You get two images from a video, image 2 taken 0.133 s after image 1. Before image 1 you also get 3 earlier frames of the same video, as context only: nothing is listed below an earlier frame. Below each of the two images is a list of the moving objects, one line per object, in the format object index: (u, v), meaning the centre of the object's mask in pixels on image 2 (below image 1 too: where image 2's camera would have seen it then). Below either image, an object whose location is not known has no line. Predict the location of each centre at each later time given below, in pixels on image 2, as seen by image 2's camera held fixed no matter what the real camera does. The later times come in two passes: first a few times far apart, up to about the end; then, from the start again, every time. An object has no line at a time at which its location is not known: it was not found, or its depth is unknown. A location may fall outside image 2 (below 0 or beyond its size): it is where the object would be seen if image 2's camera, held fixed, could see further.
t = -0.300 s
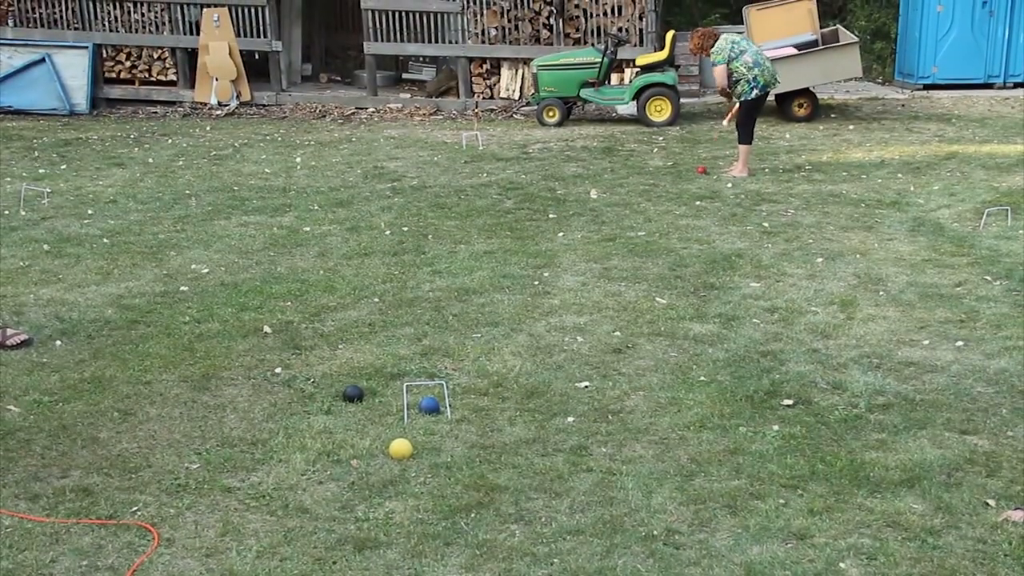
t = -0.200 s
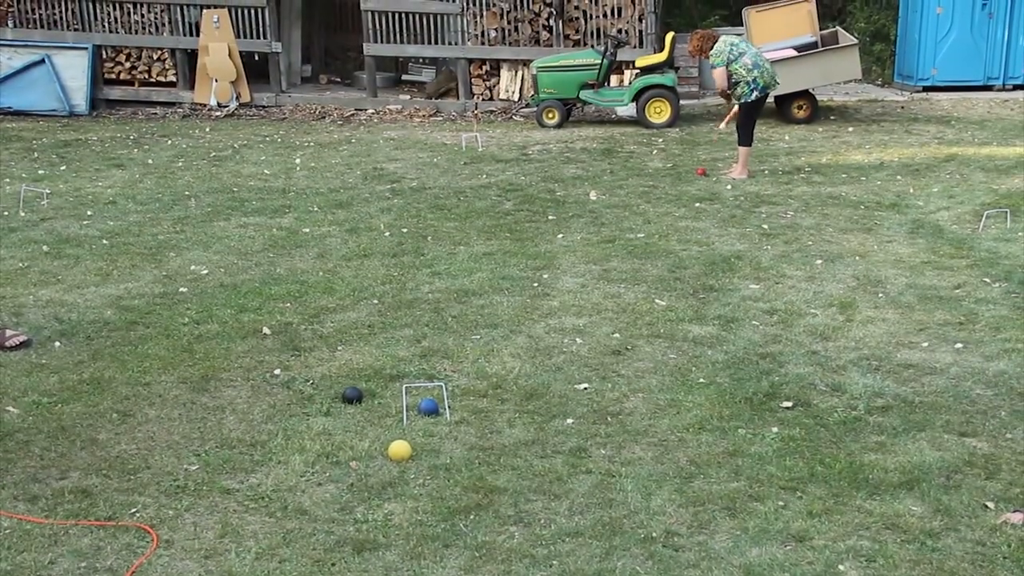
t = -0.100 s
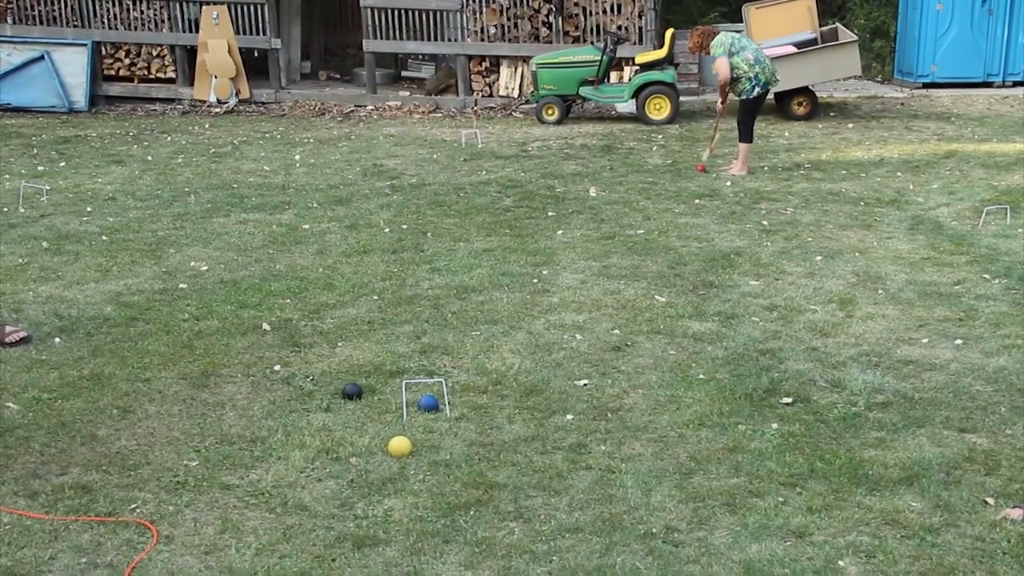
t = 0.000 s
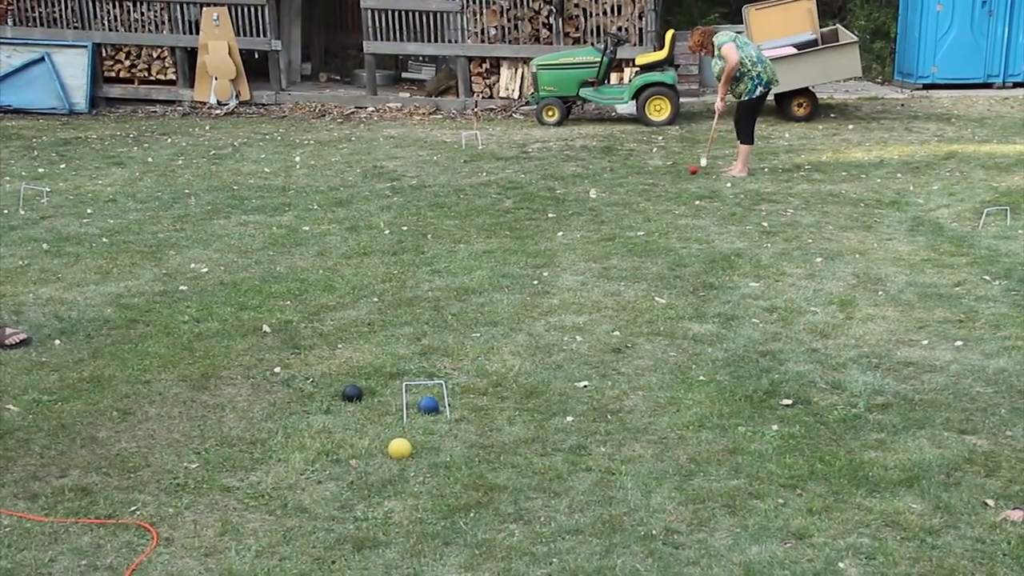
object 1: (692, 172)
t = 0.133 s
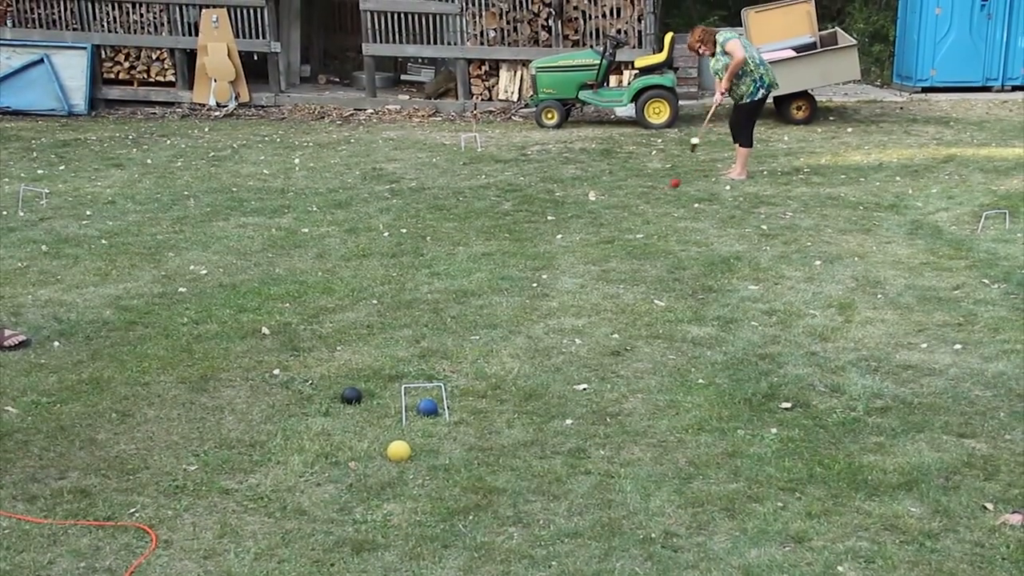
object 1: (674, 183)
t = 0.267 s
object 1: (654, 201)
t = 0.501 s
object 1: (612, 234)
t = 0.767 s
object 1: (548, 266)
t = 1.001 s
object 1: (474, 314)
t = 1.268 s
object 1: (373, 365)
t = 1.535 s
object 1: (237, 472)
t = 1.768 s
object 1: (93, 555)
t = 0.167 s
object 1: (670, 189)
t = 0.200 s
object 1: (664, 197)
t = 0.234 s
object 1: (659, 202)
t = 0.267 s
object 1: (654, 201)
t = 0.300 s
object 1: (649, 201)
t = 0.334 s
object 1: (644, 203)
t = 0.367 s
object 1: (638, 206)
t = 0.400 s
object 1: (632, 211)
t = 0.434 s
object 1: (626, 217)
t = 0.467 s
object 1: (619, 226)
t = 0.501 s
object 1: (612, 234)
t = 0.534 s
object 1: (606, 235)
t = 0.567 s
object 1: (599, 235)
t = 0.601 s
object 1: (591, 239)
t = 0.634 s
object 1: (583, 242)
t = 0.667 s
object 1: (574, 250)
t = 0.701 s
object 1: (564, 259)
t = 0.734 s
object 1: (555, 266)
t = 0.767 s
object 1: (548, 266)
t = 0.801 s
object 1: (539, 268)
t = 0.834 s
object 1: (529, 271)
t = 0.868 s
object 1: (519, 277)
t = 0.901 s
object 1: (509, 284)
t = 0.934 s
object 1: (497, 296)
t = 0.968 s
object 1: (486, 308)
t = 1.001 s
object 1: (474, 314)
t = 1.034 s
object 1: (463, 318)
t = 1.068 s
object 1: (452, 323)
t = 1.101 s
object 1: (440, 332)
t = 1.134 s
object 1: (426, 343)
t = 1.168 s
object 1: (415, 354)
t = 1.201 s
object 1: (400, 366)
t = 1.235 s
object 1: (387, 365)
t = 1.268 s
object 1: (373, 365)
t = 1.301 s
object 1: (360, 366)
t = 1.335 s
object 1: (345, 372)
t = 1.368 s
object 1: (328, 379)
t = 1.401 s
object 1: (312, 391)
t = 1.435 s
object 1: (295, 405)
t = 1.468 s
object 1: (276, 424)
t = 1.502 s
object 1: (257, 449)
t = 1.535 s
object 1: (237, 472)
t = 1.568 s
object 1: (220, 474)
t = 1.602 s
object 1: (202, 478)
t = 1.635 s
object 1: (182, 486)
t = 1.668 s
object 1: (162, 497)
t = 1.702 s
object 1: (139, 513)
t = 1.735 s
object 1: (116, 534)
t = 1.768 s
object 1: (93, 555)
